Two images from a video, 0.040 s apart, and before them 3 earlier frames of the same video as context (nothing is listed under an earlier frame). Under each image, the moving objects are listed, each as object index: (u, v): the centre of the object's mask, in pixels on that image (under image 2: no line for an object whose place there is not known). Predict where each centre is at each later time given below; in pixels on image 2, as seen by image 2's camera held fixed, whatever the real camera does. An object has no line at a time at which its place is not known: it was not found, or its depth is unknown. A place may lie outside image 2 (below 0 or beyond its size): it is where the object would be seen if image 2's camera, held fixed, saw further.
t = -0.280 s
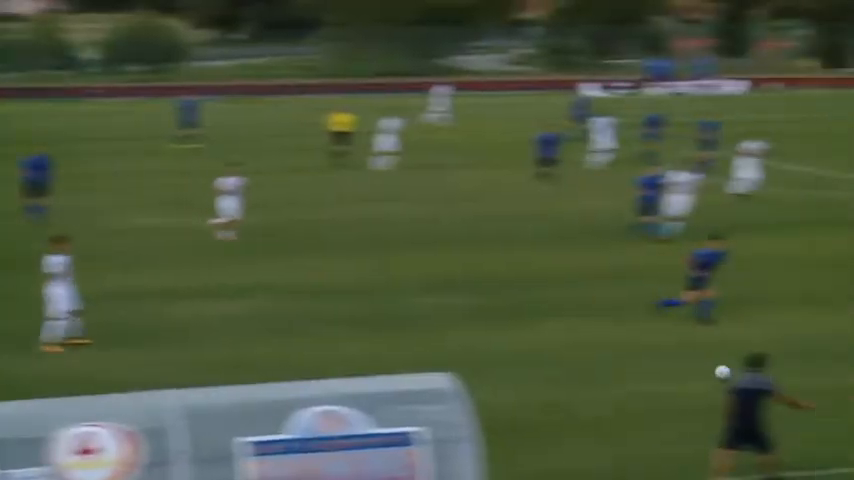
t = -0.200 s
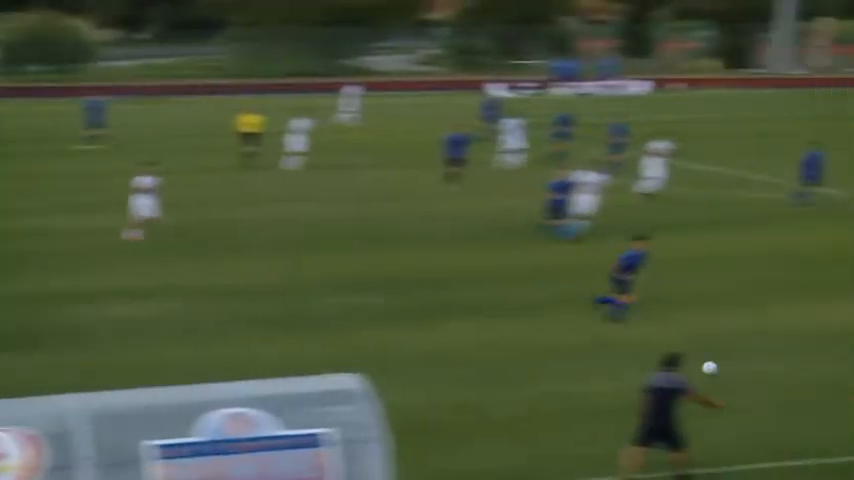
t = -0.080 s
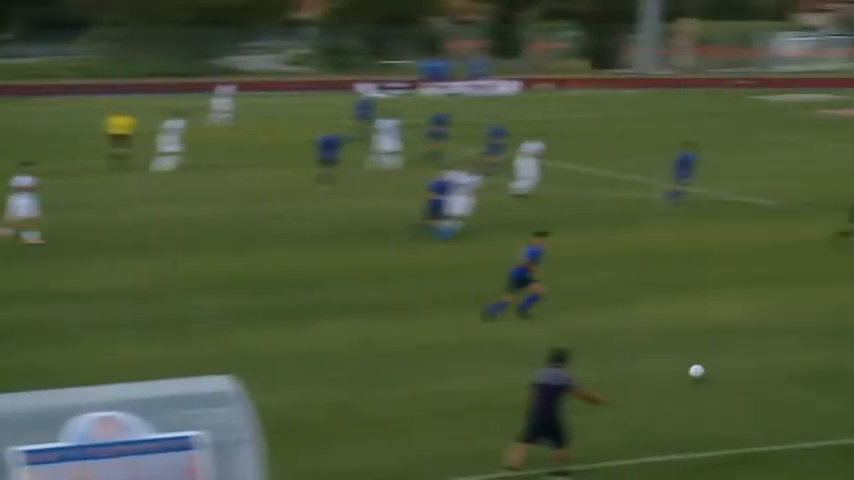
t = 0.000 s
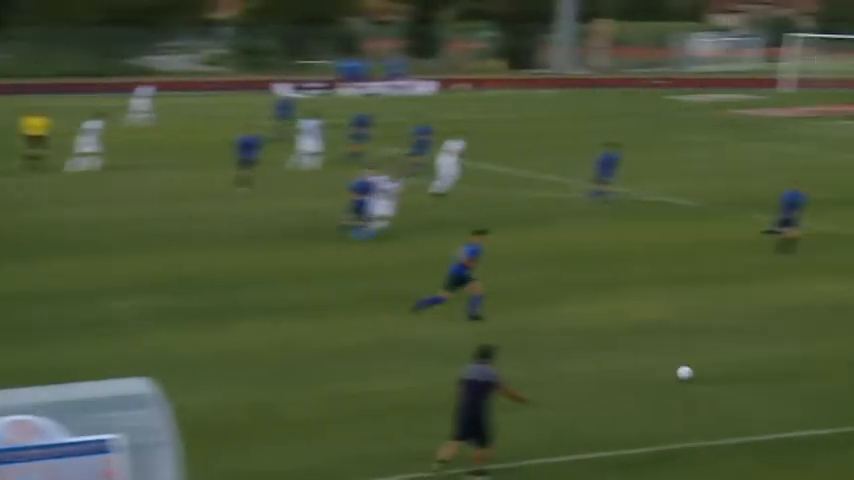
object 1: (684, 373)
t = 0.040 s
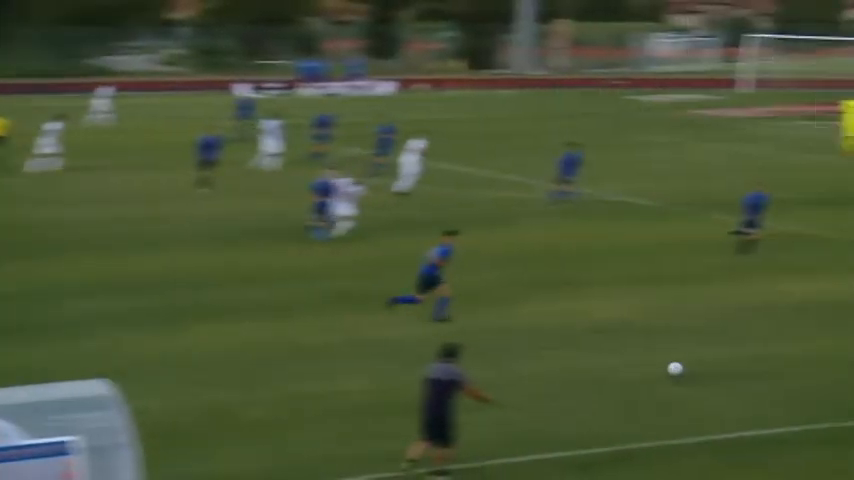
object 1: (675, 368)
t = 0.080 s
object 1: (707, 366)
